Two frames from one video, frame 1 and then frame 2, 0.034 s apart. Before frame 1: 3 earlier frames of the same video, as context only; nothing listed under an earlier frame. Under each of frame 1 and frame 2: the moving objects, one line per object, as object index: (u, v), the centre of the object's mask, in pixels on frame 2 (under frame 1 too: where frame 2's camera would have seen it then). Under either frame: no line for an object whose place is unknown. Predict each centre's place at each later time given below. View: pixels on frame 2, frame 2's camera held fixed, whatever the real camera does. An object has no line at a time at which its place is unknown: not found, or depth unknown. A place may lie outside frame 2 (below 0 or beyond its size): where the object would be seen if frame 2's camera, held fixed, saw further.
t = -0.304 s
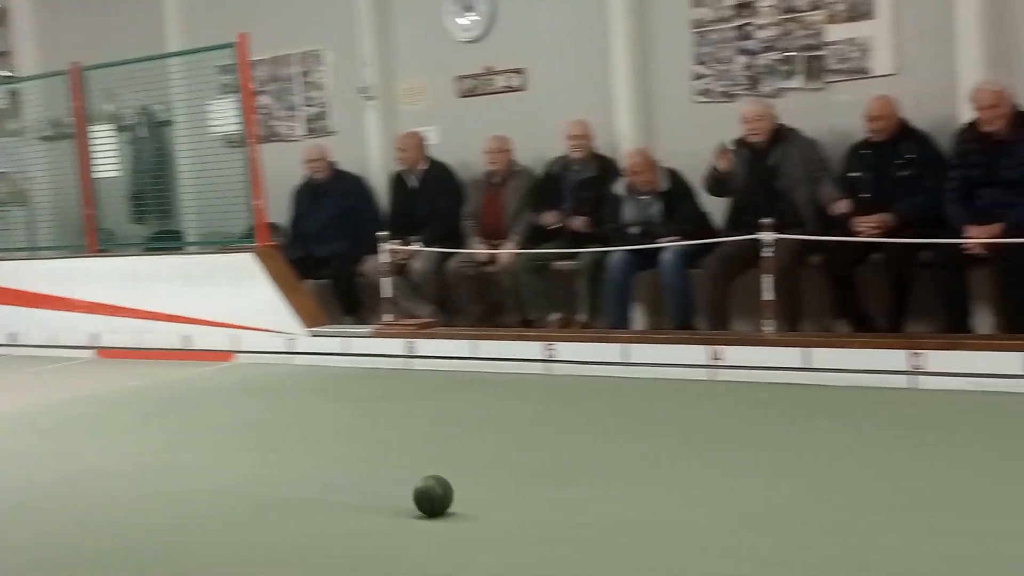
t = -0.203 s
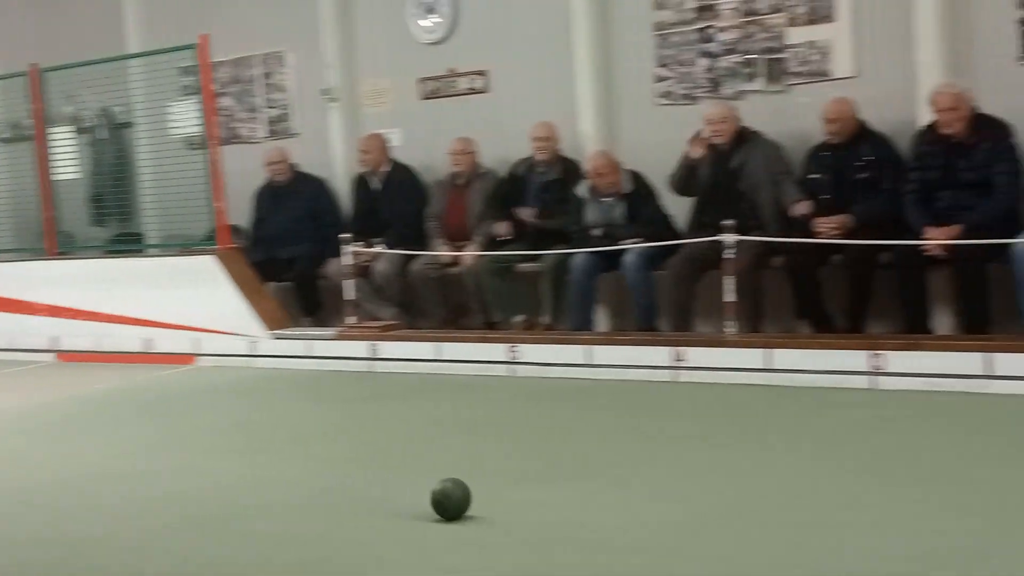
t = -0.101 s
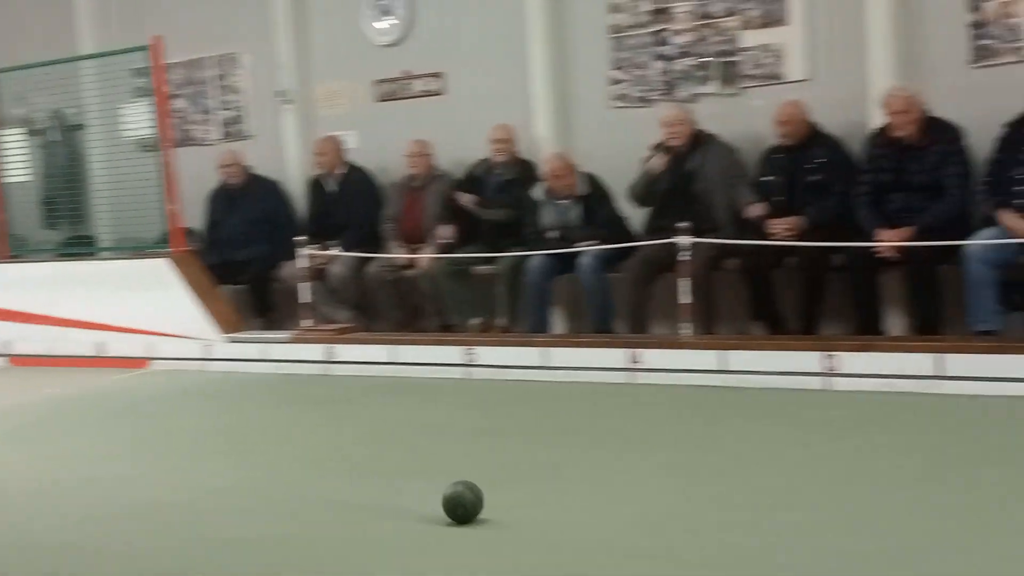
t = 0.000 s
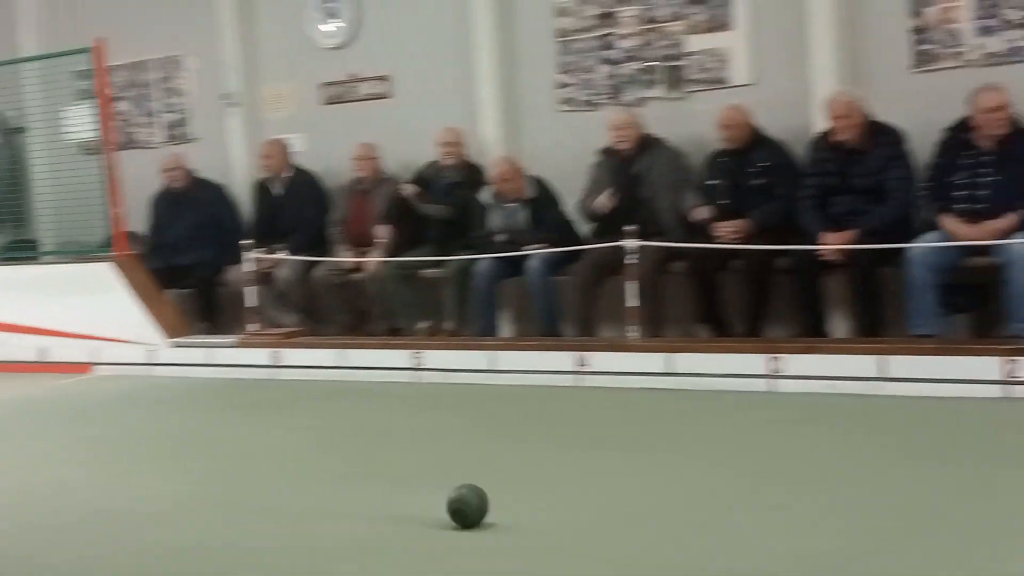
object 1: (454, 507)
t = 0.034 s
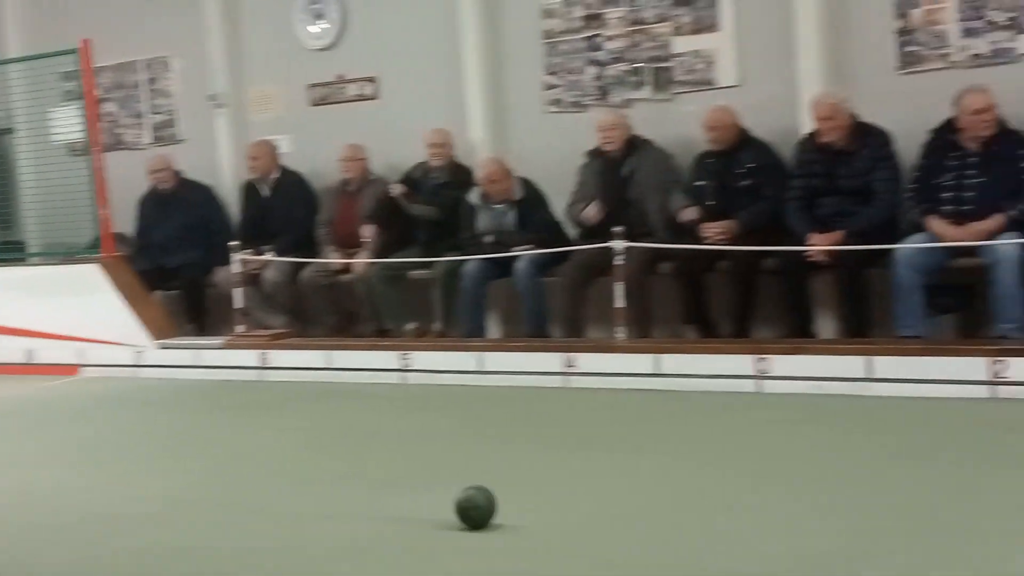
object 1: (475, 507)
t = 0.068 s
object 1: (496, 508)
